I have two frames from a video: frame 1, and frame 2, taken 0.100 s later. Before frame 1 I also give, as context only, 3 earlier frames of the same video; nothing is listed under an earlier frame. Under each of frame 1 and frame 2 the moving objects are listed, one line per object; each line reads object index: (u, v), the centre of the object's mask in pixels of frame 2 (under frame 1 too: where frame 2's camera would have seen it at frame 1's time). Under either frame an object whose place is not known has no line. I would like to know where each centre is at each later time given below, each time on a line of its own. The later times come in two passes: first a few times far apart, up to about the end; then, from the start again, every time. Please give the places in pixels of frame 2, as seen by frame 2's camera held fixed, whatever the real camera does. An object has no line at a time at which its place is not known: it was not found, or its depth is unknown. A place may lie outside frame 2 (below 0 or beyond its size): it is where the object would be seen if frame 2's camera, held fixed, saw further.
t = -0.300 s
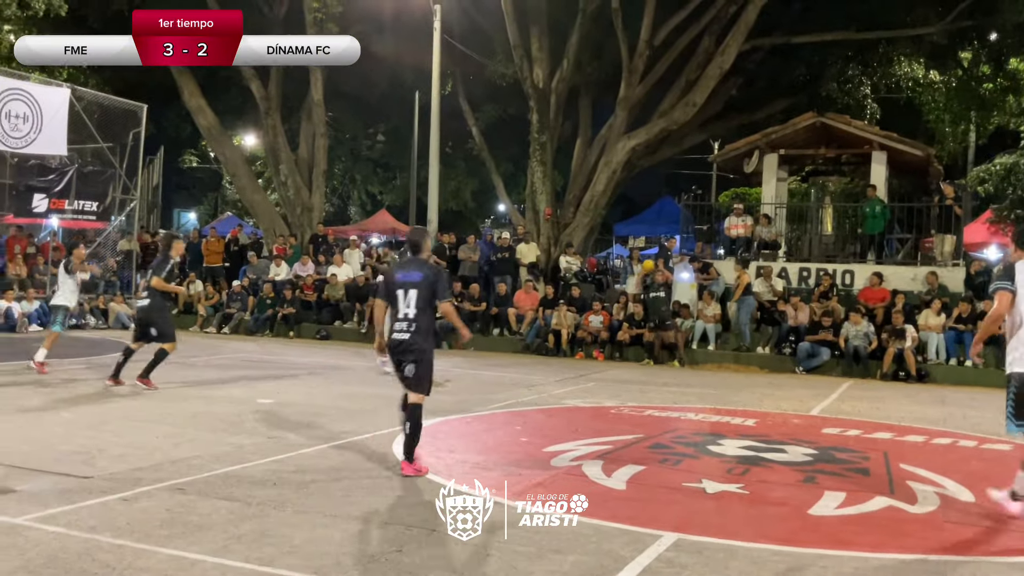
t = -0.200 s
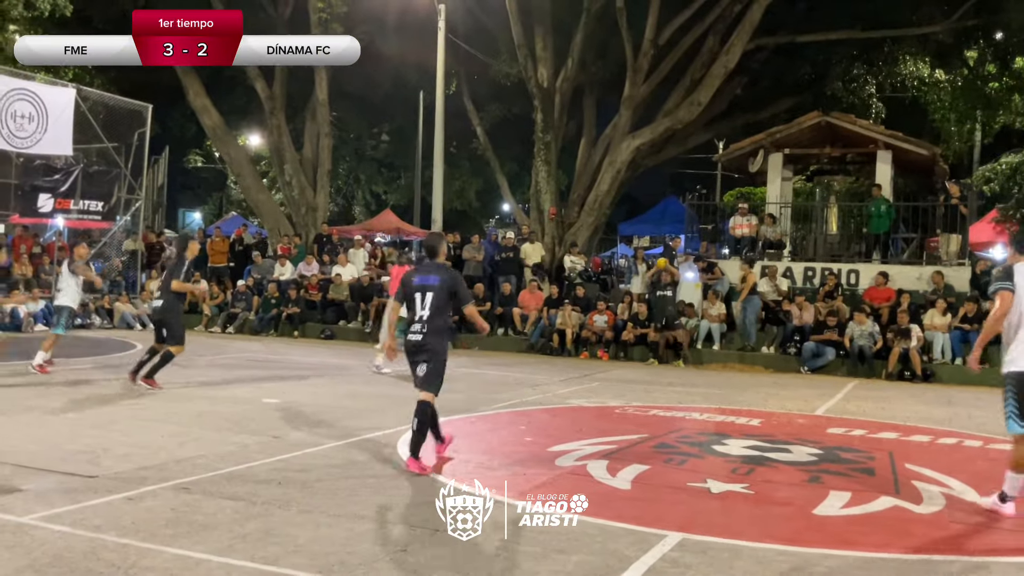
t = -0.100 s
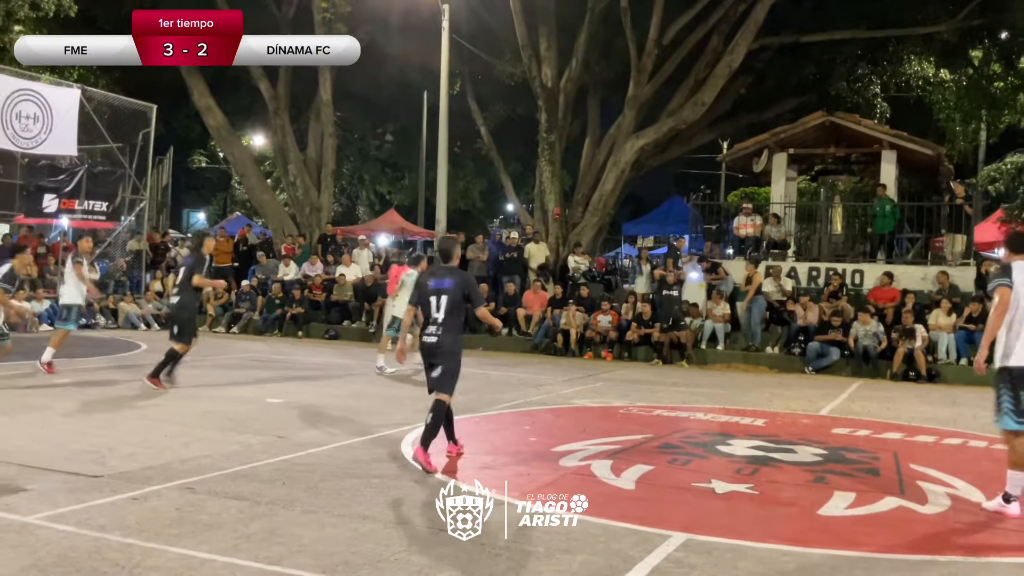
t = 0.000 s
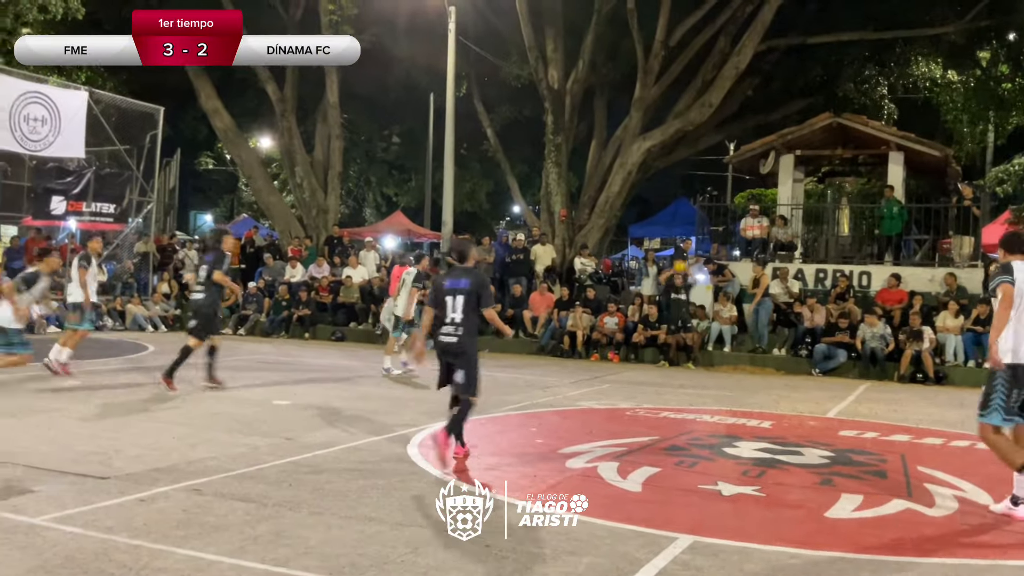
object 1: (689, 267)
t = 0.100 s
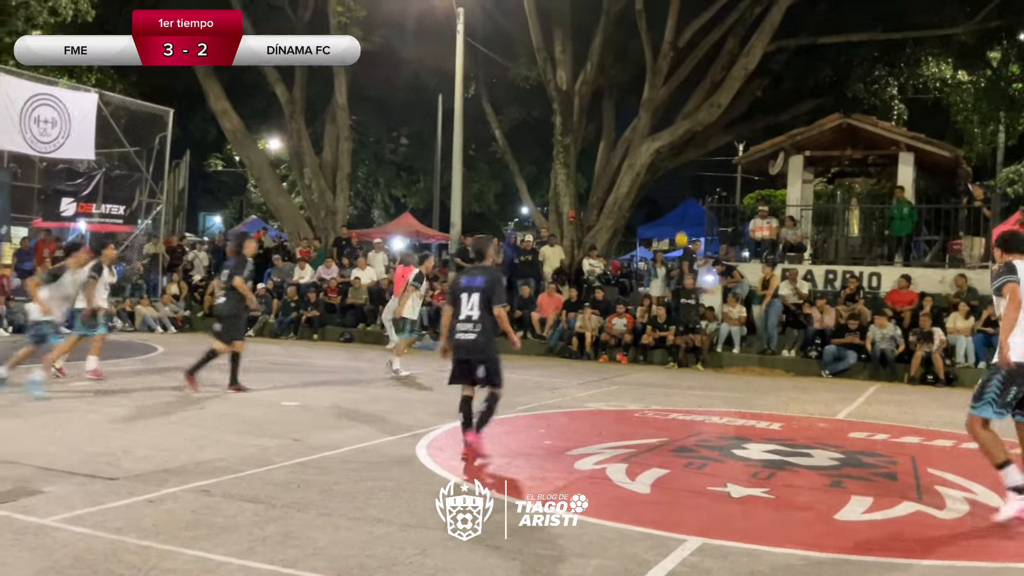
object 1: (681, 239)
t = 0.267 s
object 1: (666, 202)
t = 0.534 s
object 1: (636, 170)
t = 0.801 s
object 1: (591, 189)
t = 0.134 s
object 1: (678, 231)
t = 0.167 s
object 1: (675, 223)
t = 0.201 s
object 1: (672, 215)
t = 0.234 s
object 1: (670, 208)
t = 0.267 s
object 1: (666, 202)
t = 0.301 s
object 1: (663, 195)
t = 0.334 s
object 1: (660, 190)
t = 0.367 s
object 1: (656, 185)
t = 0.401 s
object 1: (653, 181)
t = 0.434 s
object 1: (649, 176)
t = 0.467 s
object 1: (645, 174)
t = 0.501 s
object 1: (641, 172)
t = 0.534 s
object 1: (636, 170)
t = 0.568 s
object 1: (632, 169)
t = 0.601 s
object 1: (626, 169)
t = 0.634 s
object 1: (621, 170)
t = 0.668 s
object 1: (616, 172)
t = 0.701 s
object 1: (610, 174)
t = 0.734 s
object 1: (604, 178)
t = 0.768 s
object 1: (598, 183)
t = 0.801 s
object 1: (591, 189)
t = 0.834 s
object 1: (585, 196)
